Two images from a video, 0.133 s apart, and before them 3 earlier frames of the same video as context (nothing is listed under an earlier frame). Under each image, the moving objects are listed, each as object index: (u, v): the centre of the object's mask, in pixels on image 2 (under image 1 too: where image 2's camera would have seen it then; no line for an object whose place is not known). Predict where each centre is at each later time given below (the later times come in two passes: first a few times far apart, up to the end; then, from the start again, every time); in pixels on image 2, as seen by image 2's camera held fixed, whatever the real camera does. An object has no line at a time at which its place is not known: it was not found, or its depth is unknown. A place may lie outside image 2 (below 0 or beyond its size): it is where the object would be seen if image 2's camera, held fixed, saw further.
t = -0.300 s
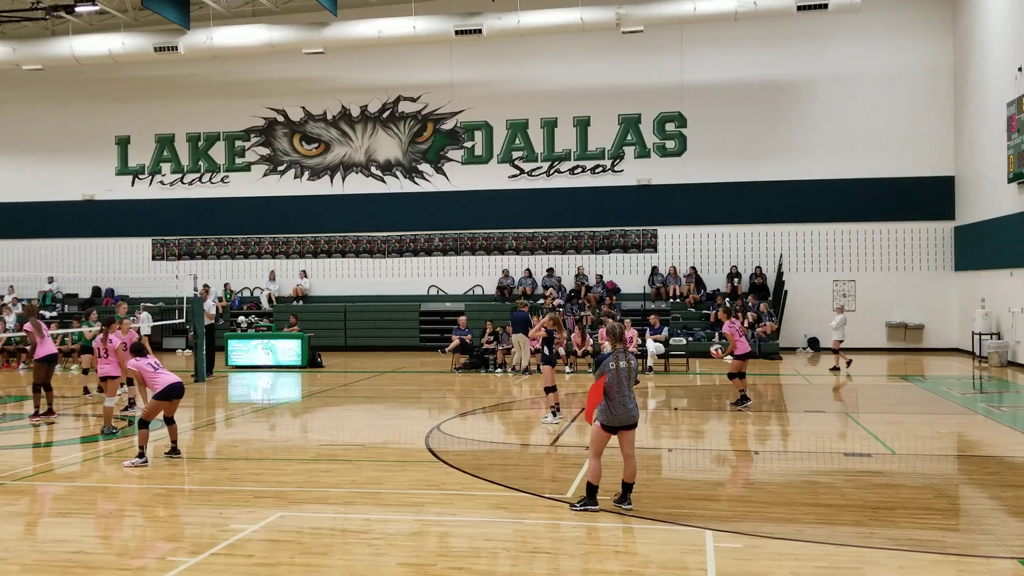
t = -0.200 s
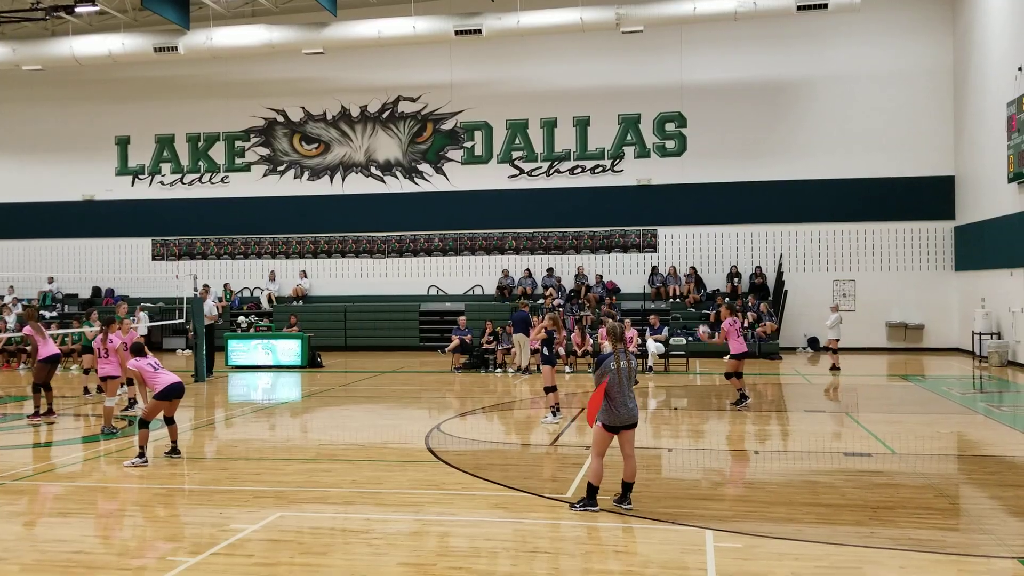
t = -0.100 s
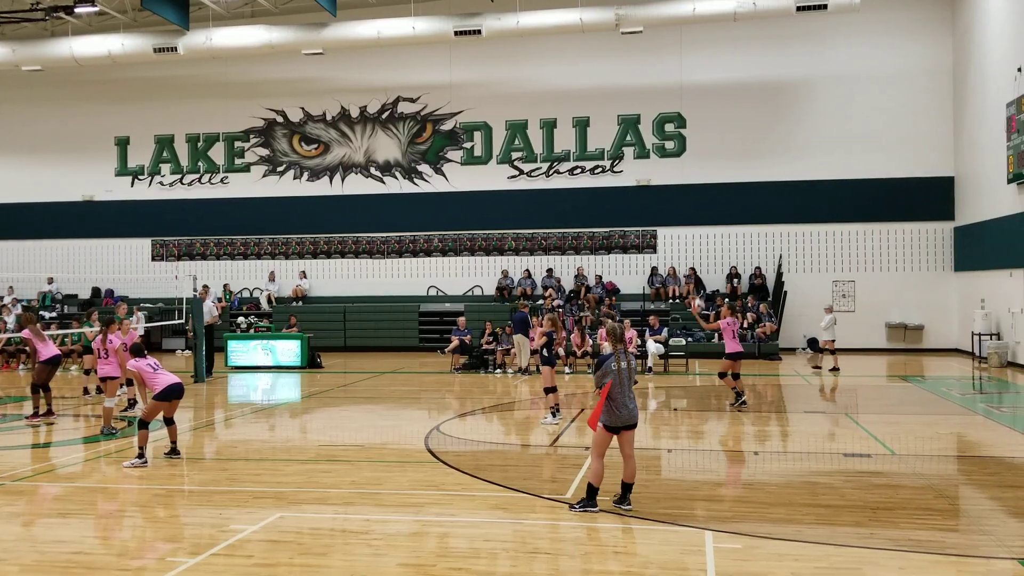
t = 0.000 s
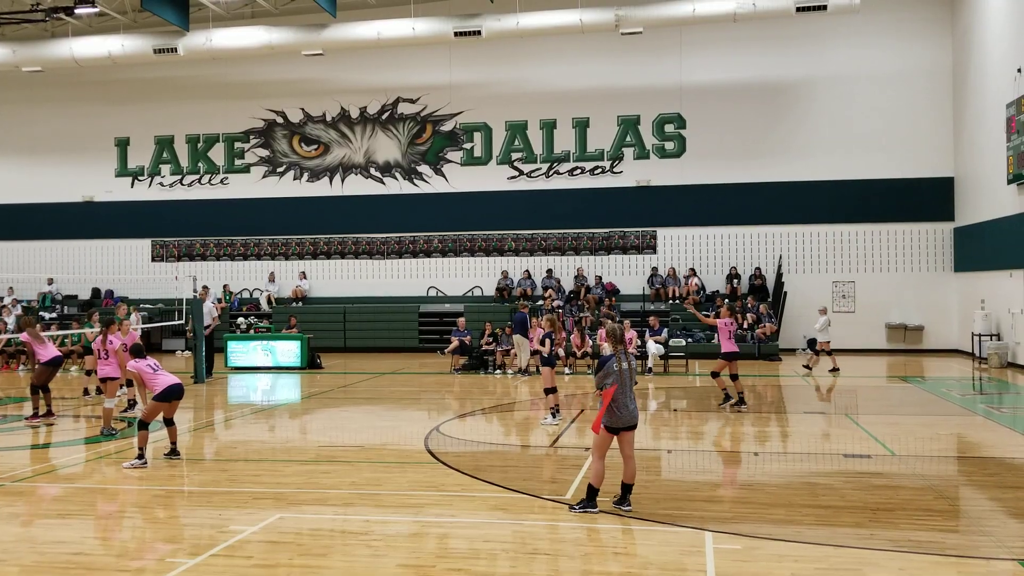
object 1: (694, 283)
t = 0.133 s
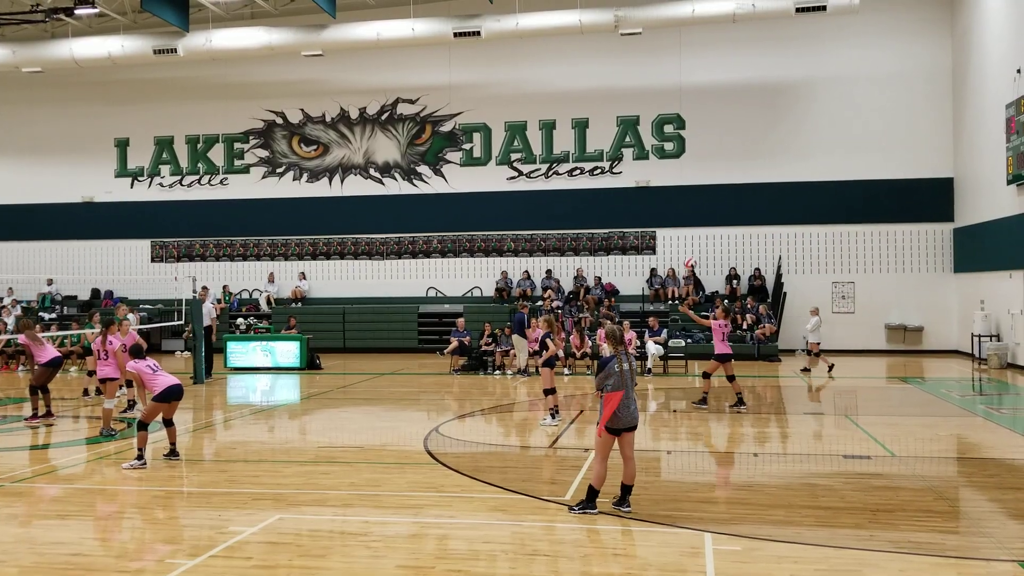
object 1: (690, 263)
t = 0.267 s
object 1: (686, 254)
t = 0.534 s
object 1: (678, 266)
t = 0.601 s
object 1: (677, 275)
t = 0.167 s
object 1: (689, 260)
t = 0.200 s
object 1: (688, 257)
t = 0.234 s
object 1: (687, 255)
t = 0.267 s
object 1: (686, 254)
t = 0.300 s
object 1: (685, 253)
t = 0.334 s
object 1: (684, 252)
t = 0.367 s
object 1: (683, 253)
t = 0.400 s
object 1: (682, 254)
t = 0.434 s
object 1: (681, 257)
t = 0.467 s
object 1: (680, 259)
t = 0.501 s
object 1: (679, 263)
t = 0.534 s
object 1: (678, 266)
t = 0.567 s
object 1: (677, 270)
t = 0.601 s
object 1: (677, 275)
